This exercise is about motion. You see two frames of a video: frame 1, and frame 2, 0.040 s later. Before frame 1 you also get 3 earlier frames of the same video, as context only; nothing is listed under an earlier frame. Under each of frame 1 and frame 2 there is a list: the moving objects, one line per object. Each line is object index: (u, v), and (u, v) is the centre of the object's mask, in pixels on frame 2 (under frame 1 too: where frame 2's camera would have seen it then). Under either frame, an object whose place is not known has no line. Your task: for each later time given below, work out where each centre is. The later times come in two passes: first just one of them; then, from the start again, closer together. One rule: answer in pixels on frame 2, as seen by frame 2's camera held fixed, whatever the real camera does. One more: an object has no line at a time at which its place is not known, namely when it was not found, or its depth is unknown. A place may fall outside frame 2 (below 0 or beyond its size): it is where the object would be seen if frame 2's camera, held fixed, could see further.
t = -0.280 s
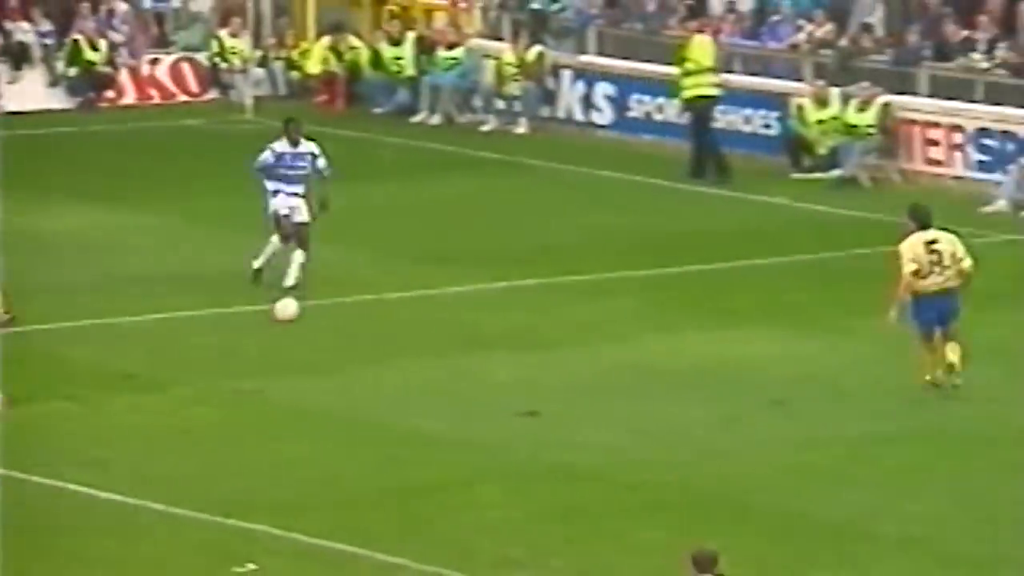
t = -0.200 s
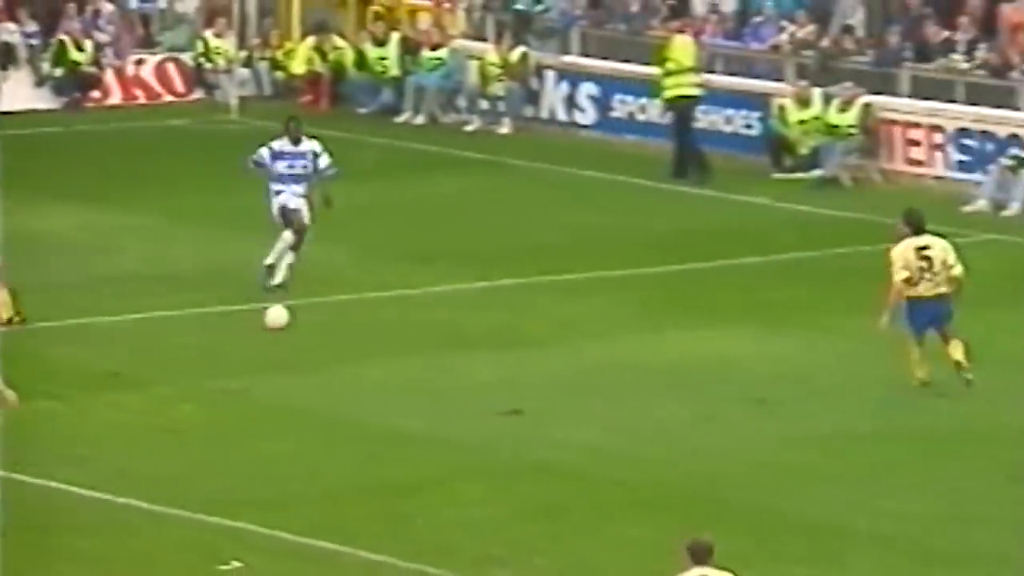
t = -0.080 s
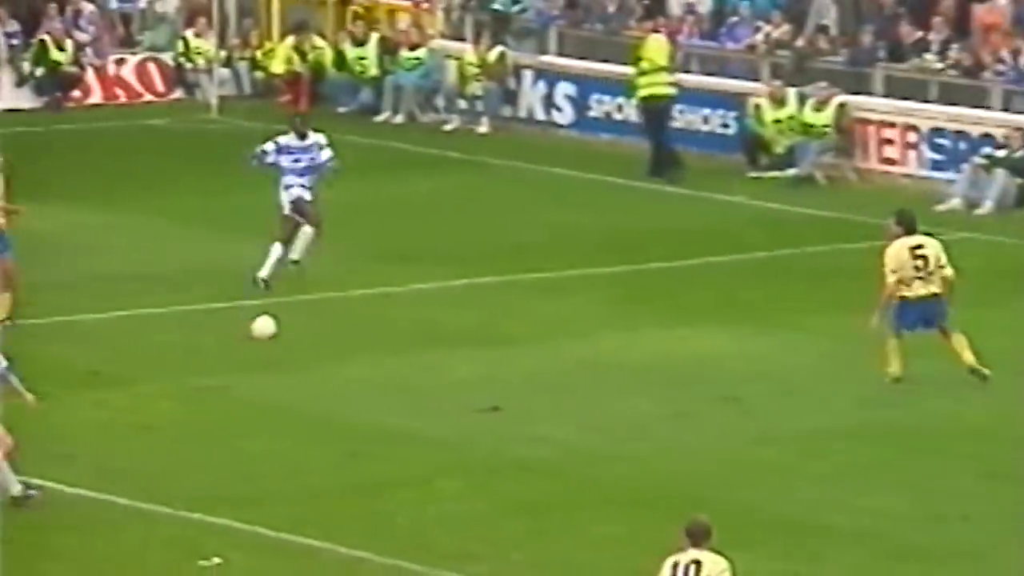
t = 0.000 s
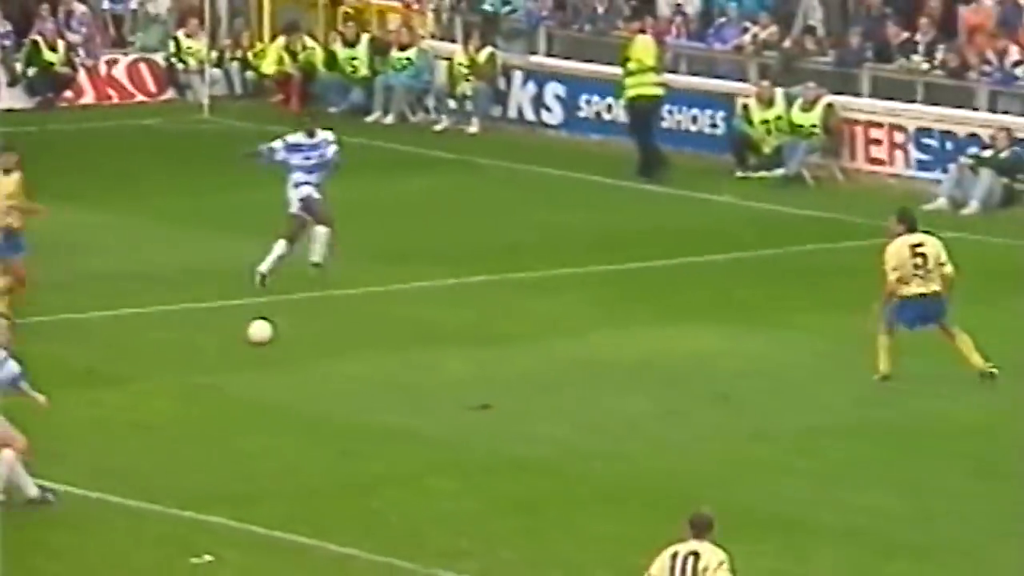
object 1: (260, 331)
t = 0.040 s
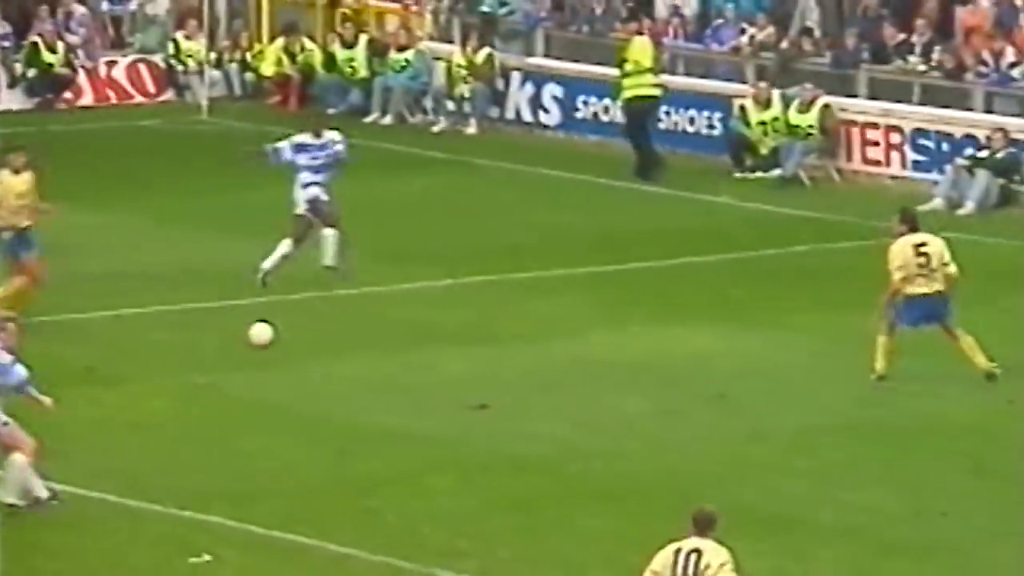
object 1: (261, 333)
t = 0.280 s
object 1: (274, 357)
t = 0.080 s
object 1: (264, 336)
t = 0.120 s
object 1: (266, 341)
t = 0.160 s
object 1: (268, 345)
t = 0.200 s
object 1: (269, 350)
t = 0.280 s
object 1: (274, 357)
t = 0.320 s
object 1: (277, 360)
